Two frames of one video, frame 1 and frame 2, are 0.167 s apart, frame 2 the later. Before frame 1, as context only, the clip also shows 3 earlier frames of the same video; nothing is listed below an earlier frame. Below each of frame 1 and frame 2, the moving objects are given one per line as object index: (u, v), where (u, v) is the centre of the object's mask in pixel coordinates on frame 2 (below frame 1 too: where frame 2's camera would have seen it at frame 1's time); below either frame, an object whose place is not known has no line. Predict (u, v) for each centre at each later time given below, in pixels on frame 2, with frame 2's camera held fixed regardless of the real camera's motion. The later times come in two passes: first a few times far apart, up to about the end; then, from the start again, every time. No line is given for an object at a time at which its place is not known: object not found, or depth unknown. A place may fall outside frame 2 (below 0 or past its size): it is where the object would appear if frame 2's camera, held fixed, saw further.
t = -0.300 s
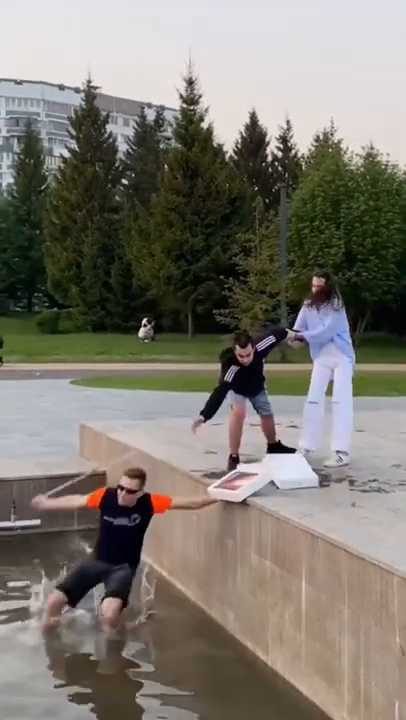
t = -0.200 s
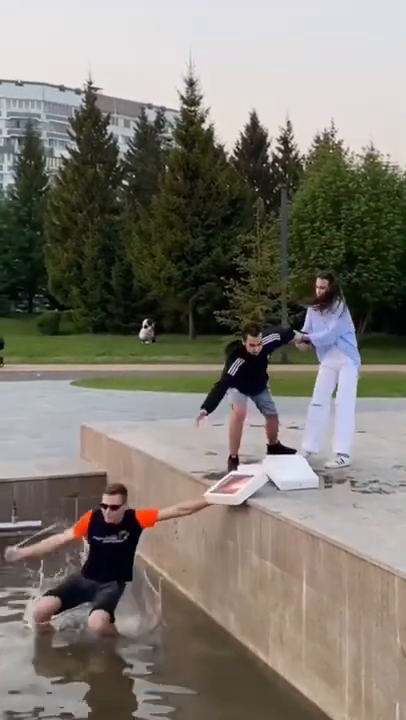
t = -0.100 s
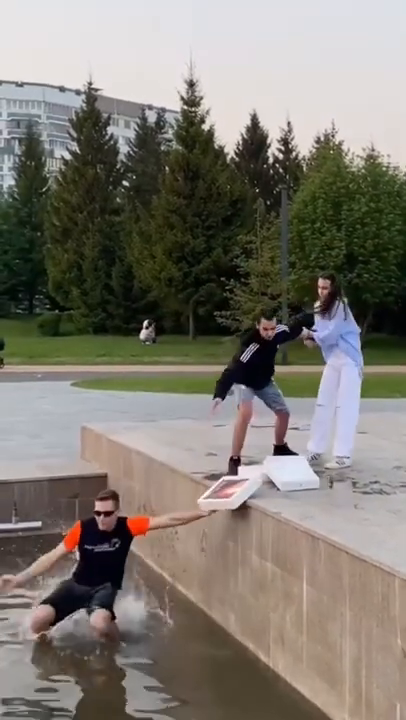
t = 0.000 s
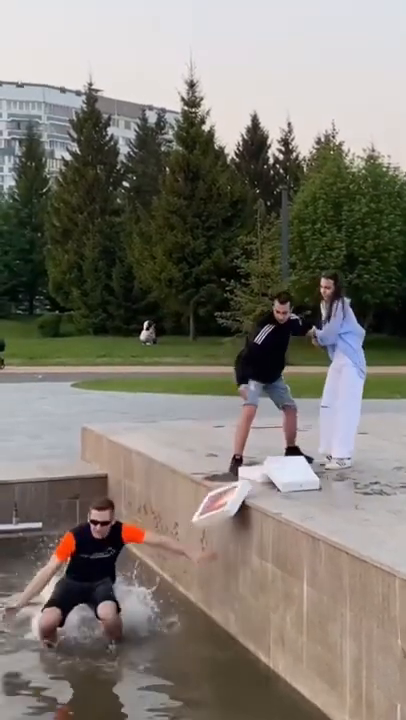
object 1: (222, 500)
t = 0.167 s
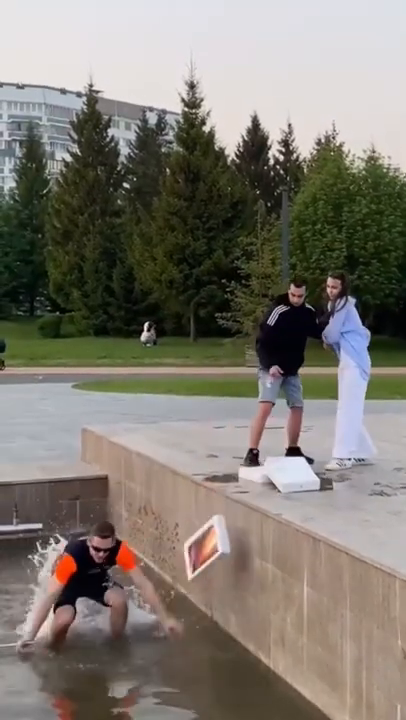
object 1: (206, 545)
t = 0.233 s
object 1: (199, 576)
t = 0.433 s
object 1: (194, 638)
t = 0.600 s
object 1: (186, 646)
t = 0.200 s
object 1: (203, 560)
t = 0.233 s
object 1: (199, 576)
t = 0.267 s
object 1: (196, 593)
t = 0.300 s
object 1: (193, 612)
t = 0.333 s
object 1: (192, 624)
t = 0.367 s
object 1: (193, 631)
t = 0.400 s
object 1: (194, 634)
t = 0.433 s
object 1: (194, 638)
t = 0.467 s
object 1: (194, 641)
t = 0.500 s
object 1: (193, 641)
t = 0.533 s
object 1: (190, 644)
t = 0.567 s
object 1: (189, 644)
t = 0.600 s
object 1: (186, 646)
